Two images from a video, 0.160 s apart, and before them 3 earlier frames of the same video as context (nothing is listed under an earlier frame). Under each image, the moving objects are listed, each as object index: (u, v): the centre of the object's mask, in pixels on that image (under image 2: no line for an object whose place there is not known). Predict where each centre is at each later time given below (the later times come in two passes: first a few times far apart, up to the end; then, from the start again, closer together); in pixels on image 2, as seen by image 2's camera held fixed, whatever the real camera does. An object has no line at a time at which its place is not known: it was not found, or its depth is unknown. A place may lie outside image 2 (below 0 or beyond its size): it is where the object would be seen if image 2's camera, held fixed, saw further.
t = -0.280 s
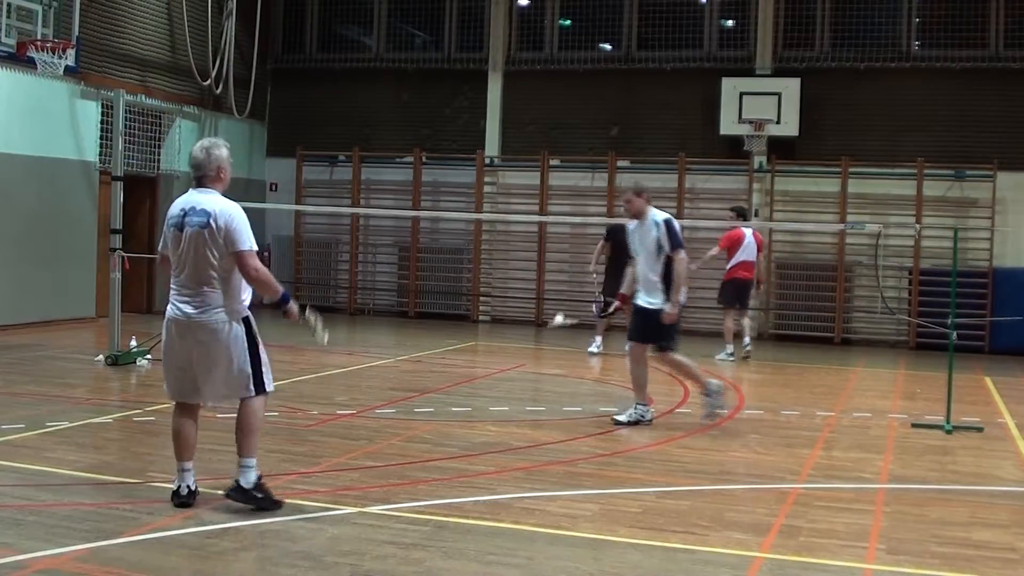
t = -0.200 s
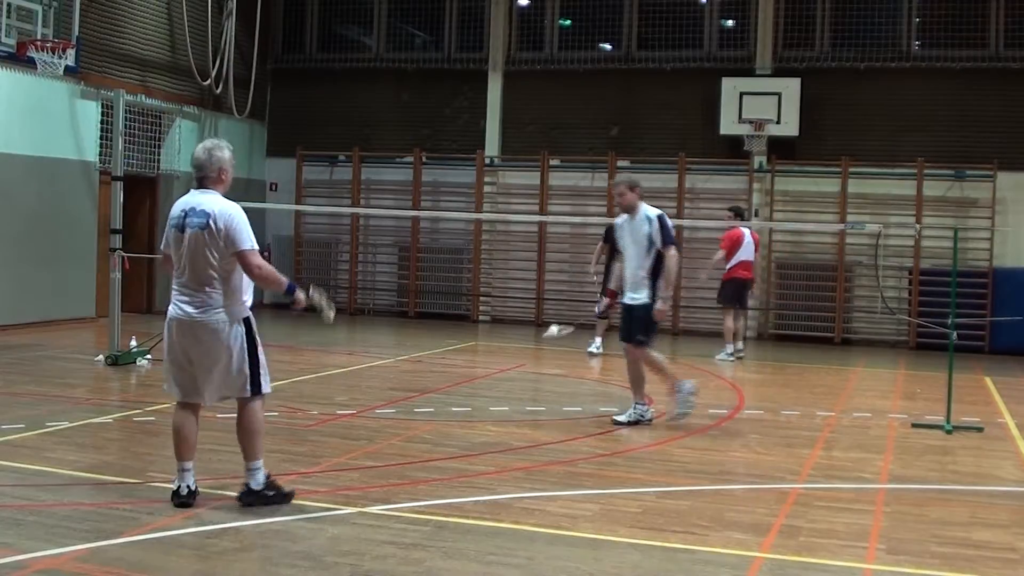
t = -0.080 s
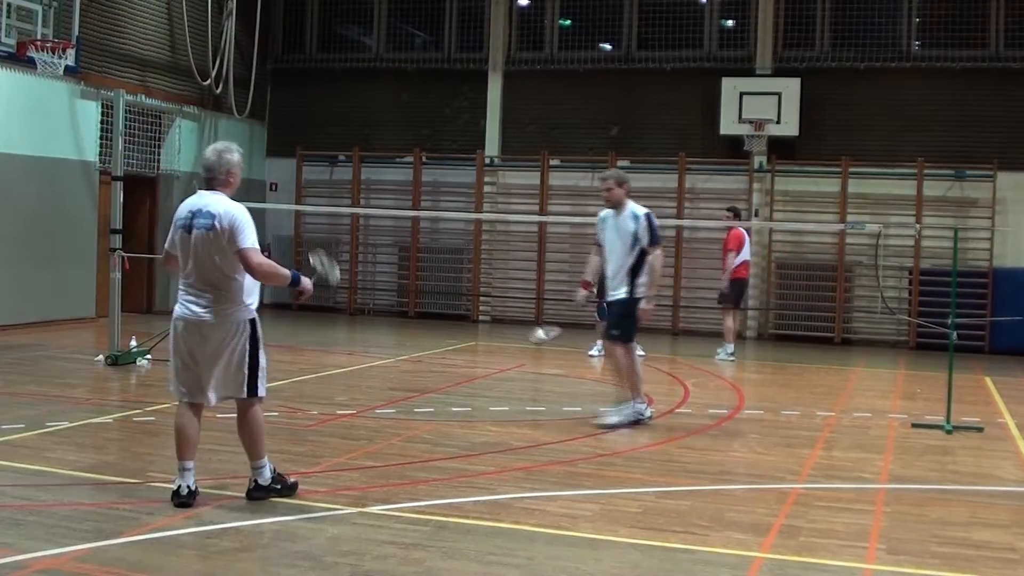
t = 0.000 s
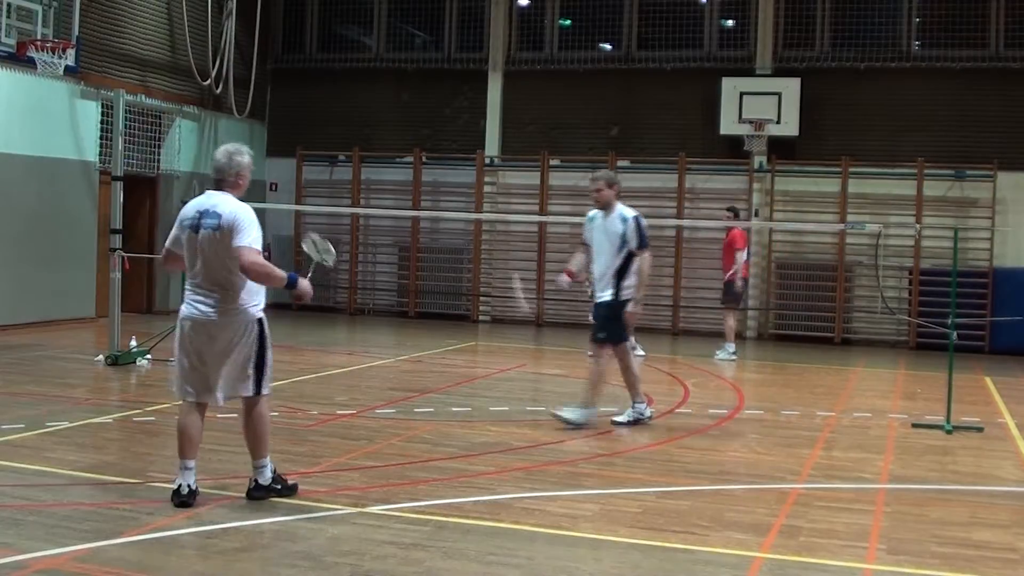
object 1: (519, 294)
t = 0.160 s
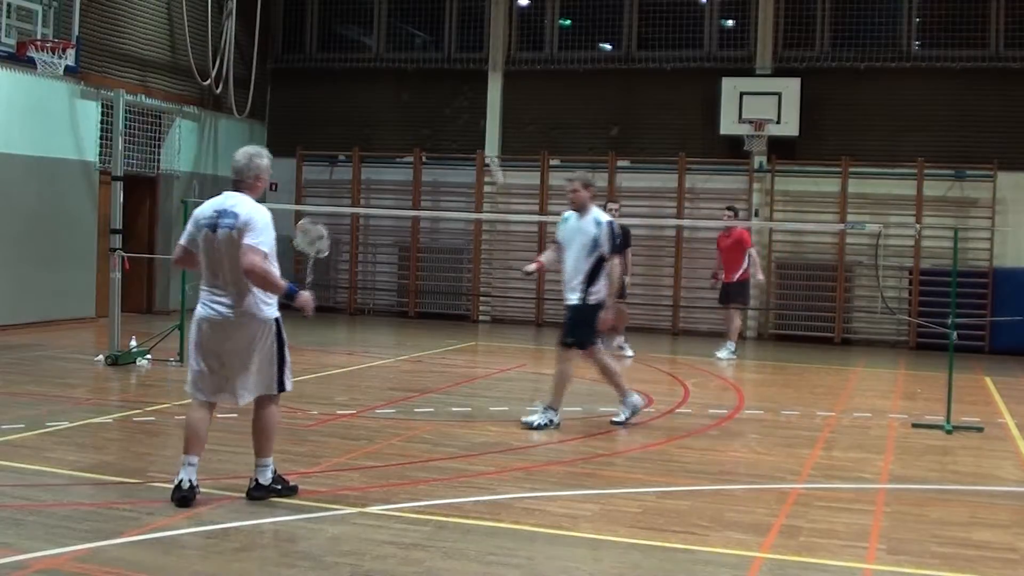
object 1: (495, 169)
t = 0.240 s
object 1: (474, 121)
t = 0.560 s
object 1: (407, 29)
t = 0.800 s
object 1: (351, 68)
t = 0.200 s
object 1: (484, 142)
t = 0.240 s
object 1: (474, 121)
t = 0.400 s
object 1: (439, 55)
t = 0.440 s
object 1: (432, 46)
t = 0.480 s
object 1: (424, 38)
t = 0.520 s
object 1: (416, 33)
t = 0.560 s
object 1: (407, 29)
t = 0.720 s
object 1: (370, 43)
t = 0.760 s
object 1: (360, 54)
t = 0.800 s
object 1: (351, 68)
